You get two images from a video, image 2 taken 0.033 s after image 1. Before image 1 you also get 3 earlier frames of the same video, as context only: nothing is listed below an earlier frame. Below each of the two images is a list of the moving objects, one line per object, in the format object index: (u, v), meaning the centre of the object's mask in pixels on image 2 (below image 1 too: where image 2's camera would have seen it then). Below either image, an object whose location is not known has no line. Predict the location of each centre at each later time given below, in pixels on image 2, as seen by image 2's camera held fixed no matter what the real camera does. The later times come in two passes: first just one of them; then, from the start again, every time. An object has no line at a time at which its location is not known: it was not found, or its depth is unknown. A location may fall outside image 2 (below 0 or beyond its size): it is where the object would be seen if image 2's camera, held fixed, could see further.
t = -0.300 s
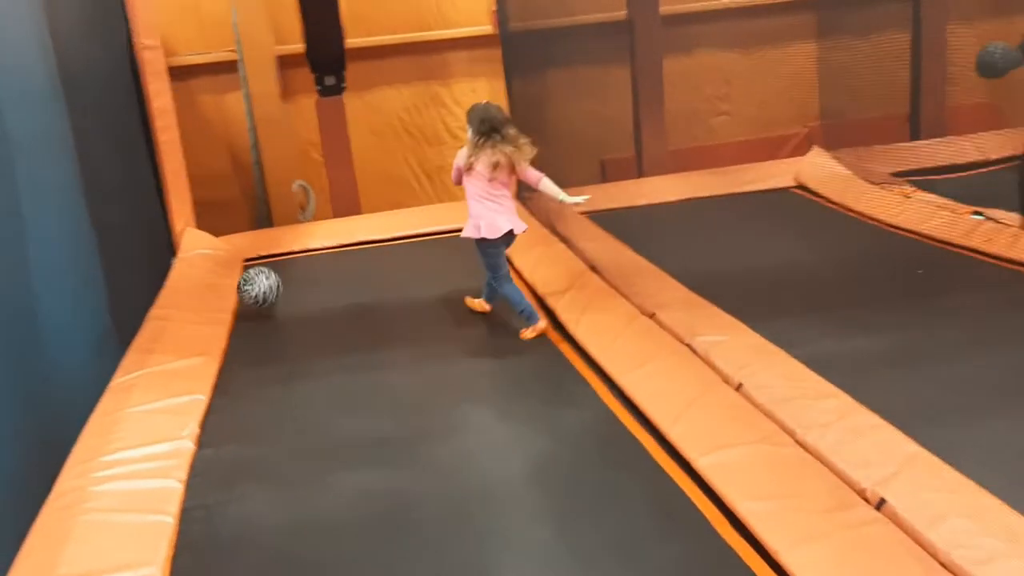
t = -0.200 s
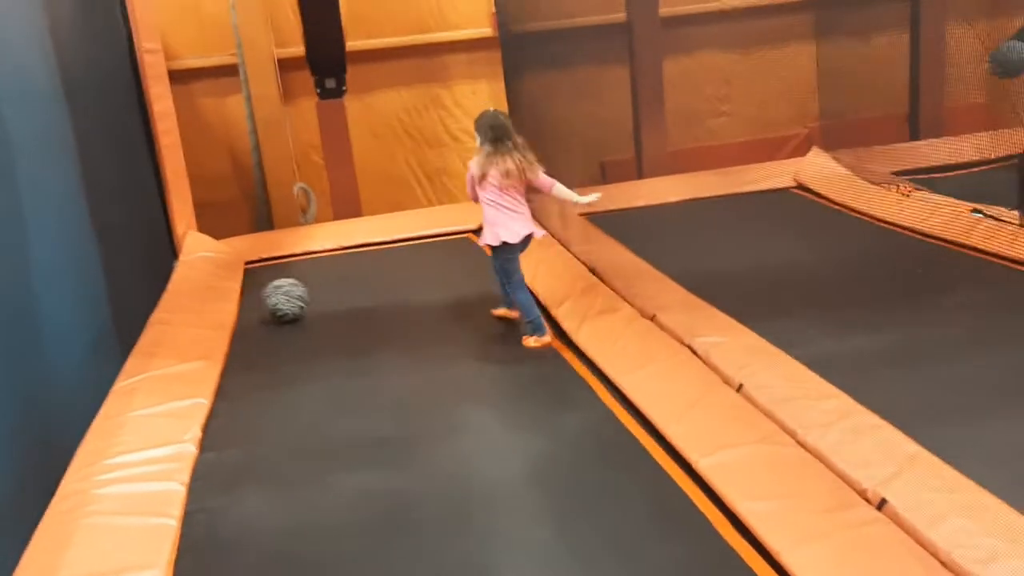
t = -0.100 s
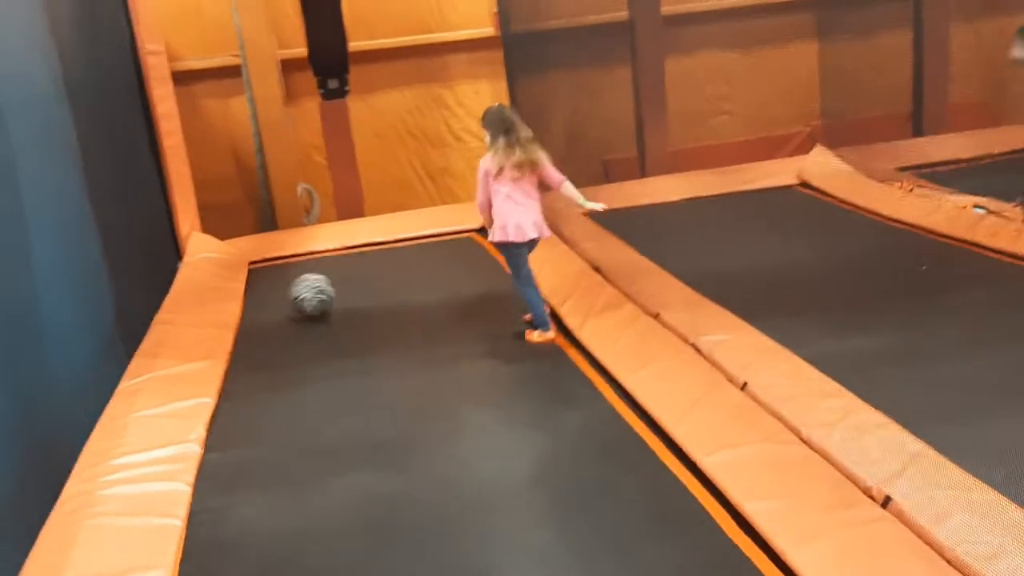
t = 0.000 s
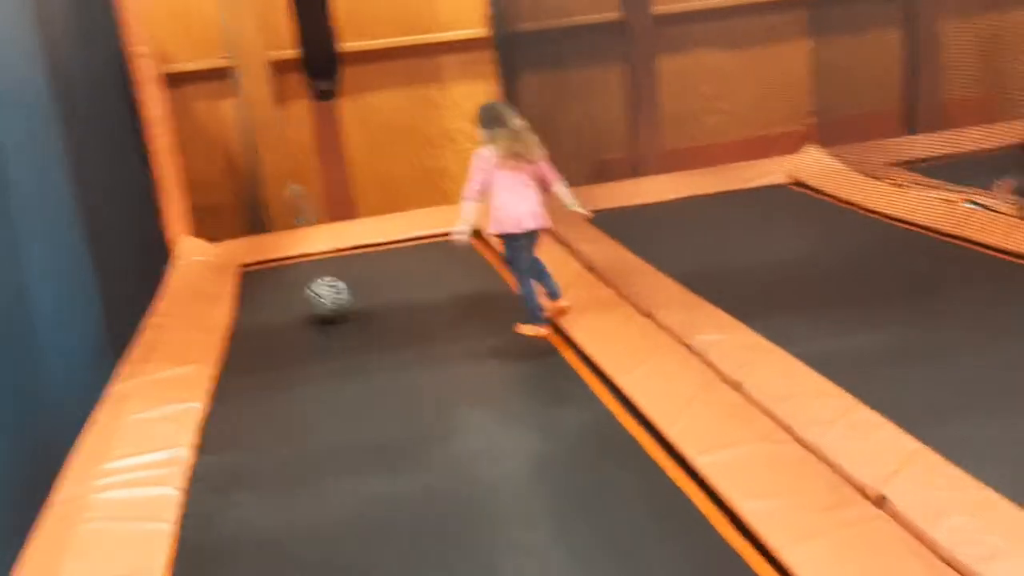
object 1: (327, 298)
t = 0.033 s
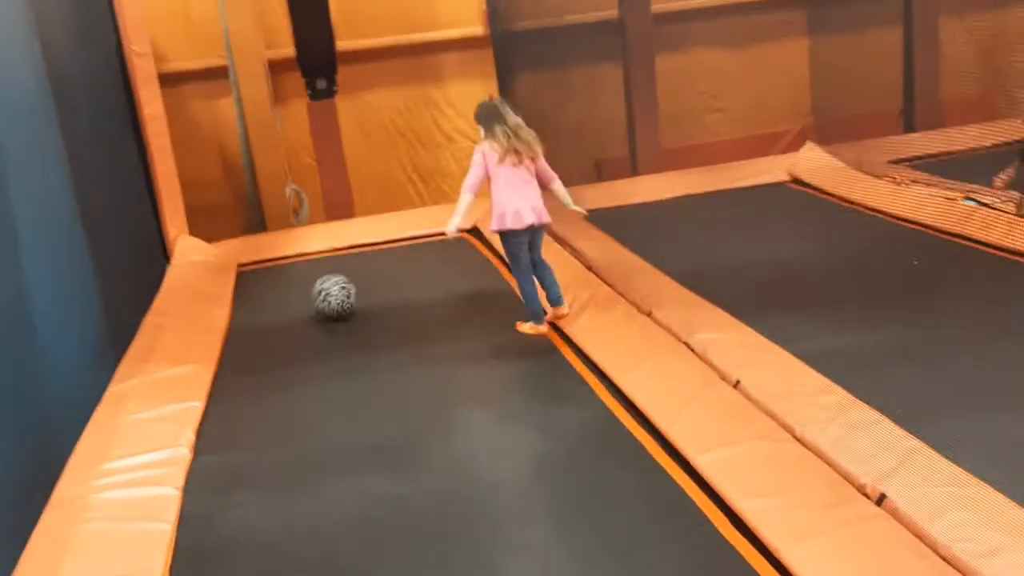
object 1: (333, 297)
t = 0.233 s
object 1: (381, 295)
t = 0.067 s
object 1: (342, 296)
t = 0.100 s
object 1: (349, 296)
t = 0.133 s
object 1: (358, 296)
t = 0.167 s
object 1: (366, 296)
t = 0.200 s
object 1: (374, 296)
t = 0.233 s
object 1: (381, 295)
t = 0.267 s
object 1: (389, 293)
